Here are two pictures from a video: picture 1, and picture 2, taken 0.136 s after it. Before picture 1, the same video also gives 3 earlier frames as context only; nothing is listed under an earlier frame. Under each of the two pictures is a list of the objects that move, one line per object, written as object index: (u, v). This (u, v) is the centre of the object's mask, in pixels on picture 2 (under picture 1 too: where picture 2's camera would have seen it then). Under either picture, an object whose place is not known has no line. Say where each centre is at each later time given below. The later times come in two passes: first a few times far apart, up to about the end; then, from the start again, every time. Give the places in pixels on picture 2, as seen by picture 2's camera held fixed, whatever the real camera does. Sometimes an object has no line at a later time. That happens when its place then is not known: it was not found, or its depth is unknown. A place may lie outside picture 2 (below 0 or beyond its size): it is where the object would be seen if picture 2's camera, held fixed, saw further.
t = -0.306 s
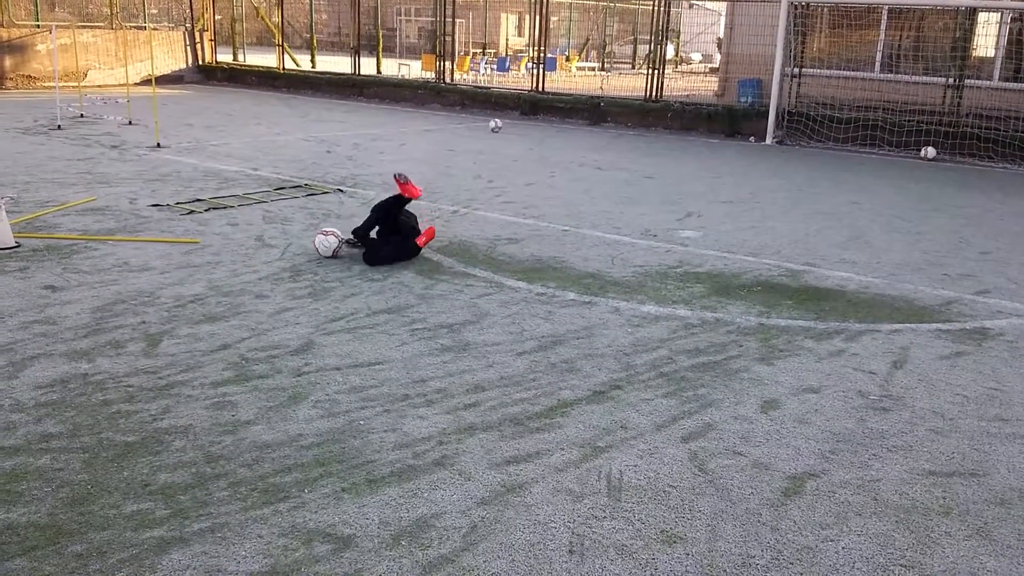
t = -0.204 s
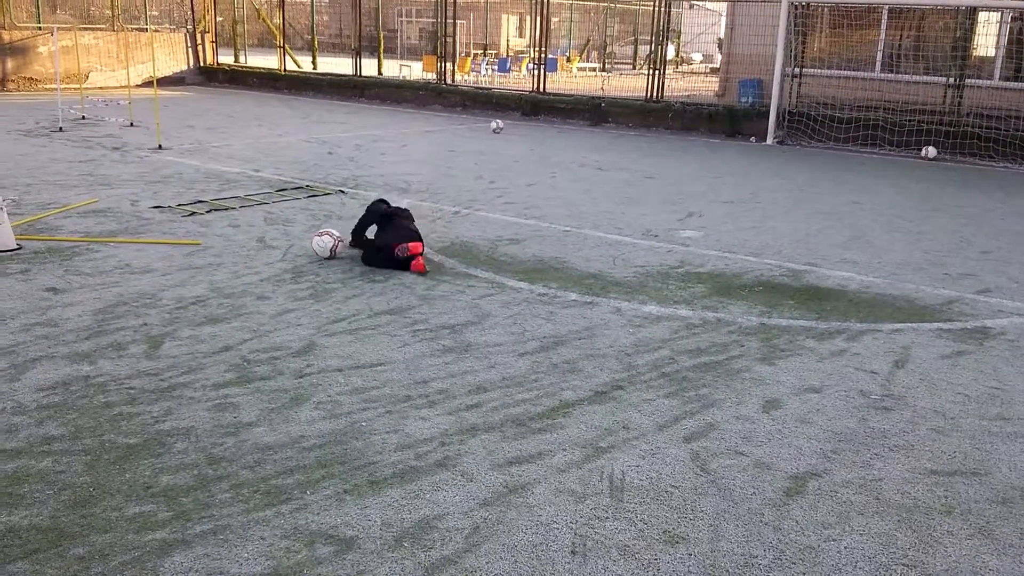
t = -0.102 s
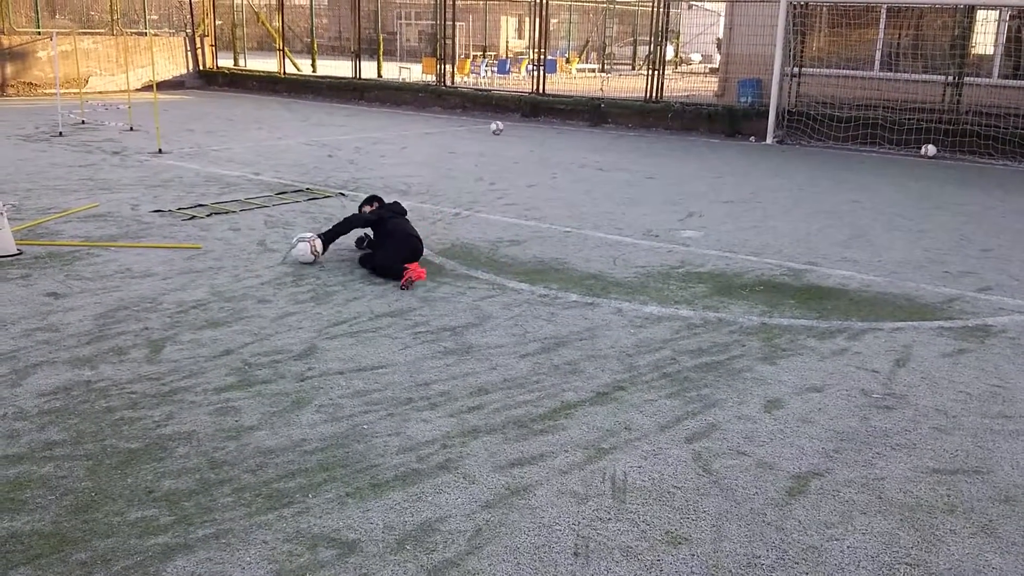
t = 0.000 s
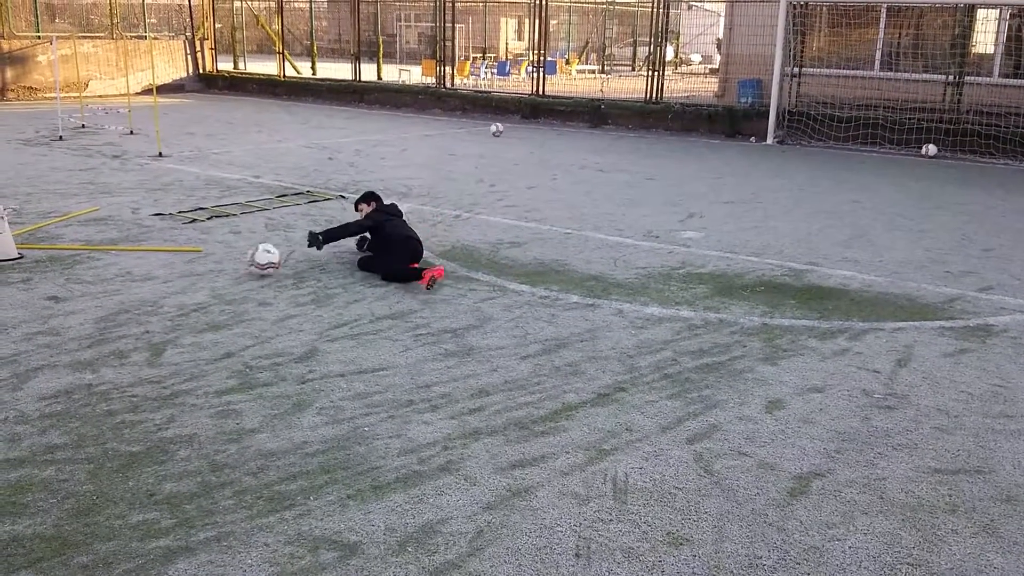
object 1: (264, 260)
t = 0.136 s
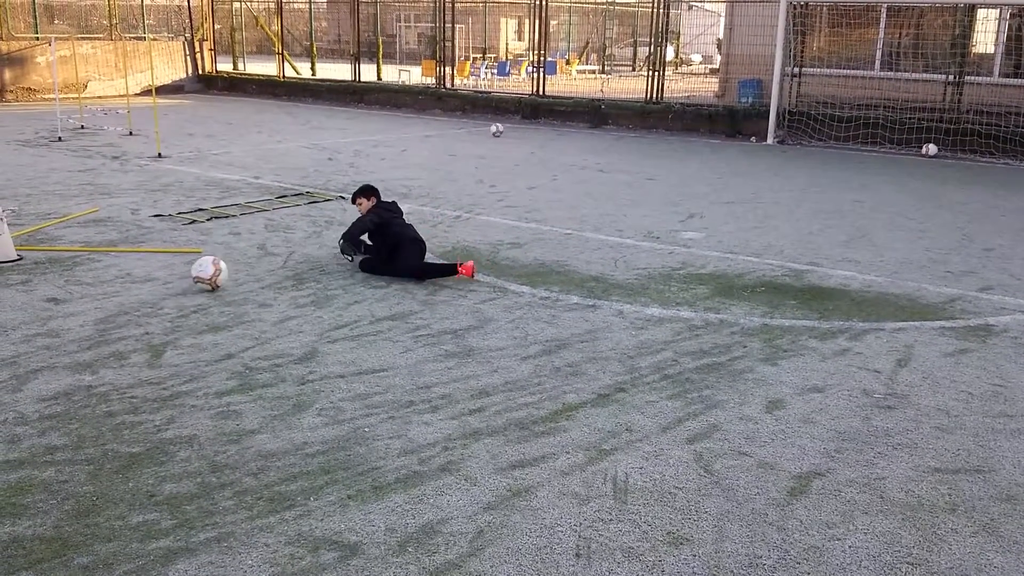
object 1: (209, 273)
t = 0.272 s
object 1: (155, 286)
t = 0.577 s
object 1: (29, 313)
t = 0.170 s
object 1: (196, 277)
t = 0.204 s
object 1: (183, 280)
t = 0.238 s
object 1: (169, 283)
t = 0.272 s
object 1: (155, 286)
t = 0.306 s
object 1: (142, 289)
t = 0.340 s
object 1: (129, 292)
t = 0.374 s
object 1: (116, 293)
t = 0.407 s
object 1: (103, 296)
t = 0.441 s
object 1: (88, 301)
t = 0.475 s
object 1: (74, 303)
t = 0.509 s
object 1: (59, 307)
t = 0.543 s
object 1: (43, 309)
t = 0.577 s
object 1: (29, 313)
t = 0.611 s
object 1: (16, 316)
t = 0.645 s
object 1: (7, 319)
